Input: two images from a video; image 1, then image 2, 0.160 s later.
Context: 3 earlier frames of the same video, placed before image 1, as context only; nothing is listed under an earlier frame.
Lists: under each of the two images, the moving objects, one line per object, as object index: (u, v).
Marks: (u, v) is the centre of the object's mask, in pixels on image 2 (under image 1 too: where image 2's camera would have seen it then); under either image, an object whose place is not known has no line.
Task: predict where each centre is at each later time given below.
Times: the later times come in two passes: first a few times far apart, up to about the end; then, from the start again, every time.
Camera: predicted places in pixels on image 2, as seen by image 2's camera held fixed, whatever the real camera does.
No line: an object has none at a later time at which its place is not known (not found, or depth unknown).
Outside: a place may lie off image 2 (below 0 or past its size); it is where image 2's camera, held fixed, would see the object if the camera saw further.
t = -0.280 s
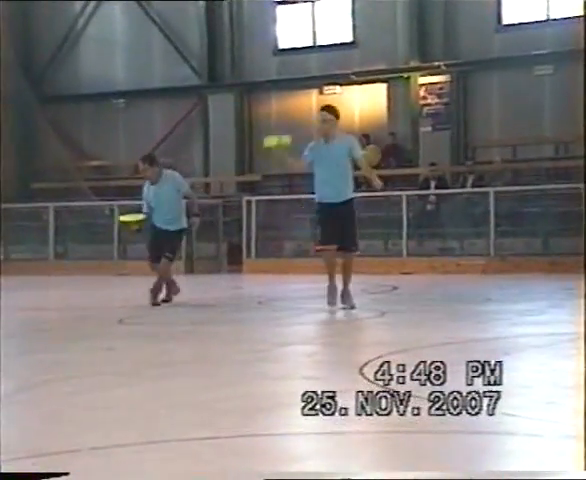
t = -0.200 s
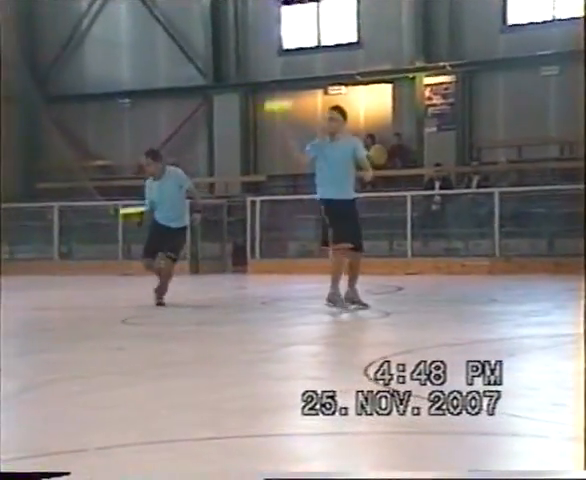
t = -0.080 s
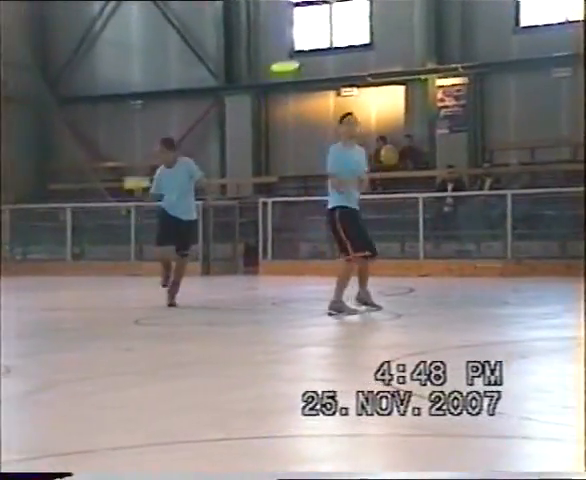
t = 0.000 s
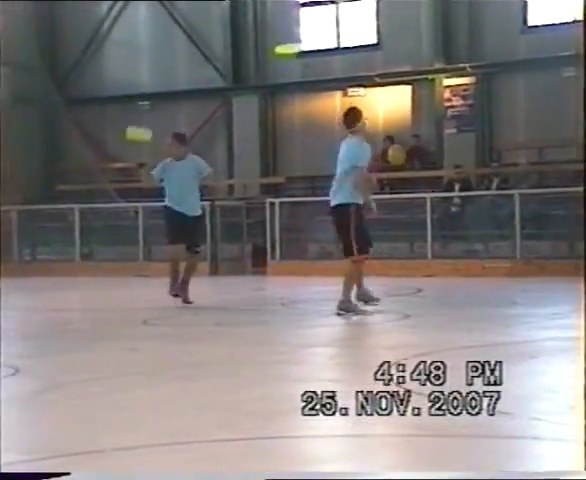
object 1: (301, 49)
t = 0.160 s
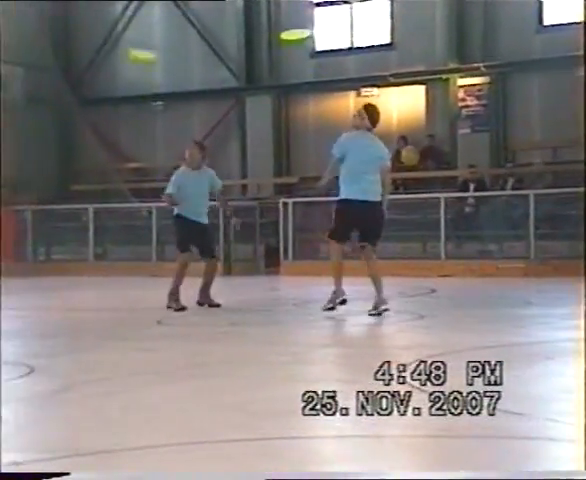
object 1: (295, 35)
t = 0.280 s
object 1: (291, 44)
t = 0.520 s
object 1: (281, 104)
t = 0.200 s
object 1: (294, 36)
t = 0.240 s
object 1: (292, 39)
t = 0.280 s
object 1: (291, 44)
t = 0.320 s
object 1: (289, 50)
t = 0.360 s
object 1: (288, 58)
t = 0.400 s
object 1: (286, 67)
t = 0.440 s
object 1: (284, 78)
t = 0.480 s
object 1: (283, 90)
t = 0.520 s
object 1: (281, 104)
